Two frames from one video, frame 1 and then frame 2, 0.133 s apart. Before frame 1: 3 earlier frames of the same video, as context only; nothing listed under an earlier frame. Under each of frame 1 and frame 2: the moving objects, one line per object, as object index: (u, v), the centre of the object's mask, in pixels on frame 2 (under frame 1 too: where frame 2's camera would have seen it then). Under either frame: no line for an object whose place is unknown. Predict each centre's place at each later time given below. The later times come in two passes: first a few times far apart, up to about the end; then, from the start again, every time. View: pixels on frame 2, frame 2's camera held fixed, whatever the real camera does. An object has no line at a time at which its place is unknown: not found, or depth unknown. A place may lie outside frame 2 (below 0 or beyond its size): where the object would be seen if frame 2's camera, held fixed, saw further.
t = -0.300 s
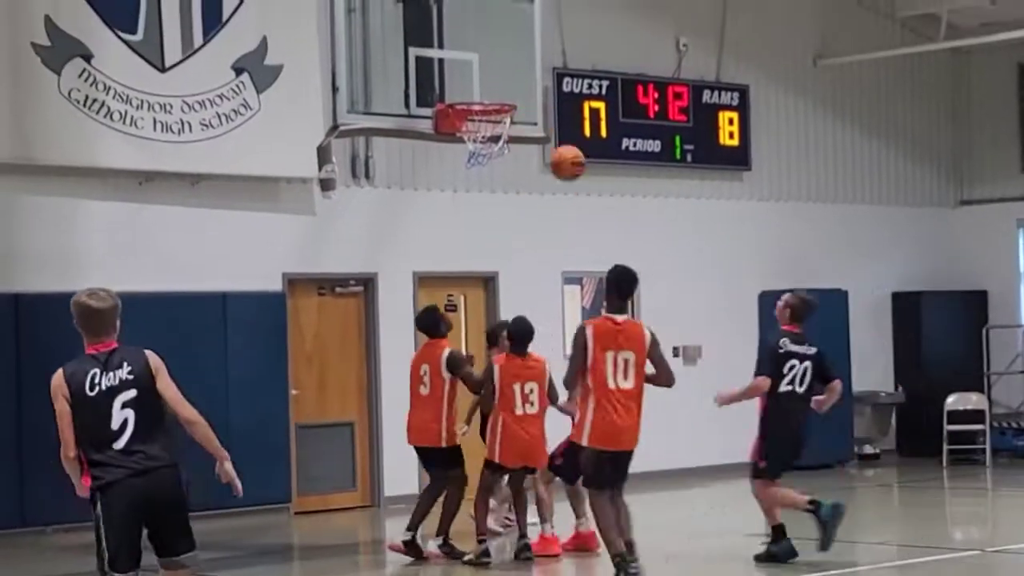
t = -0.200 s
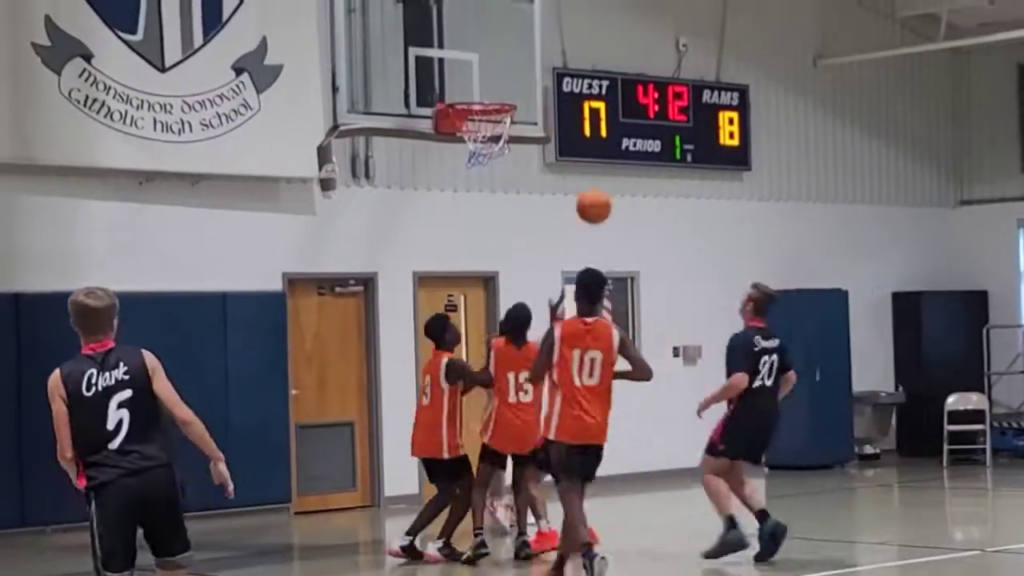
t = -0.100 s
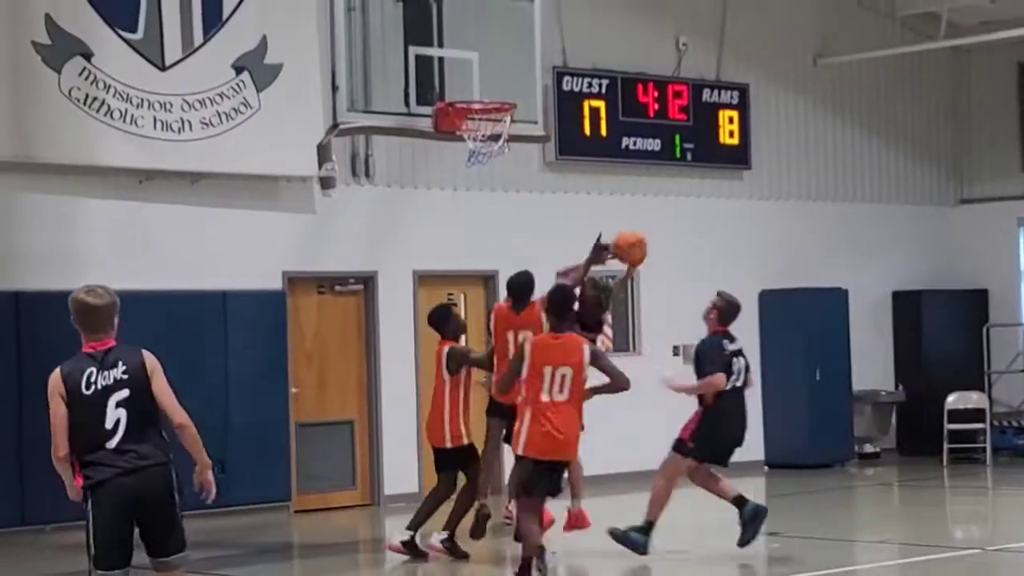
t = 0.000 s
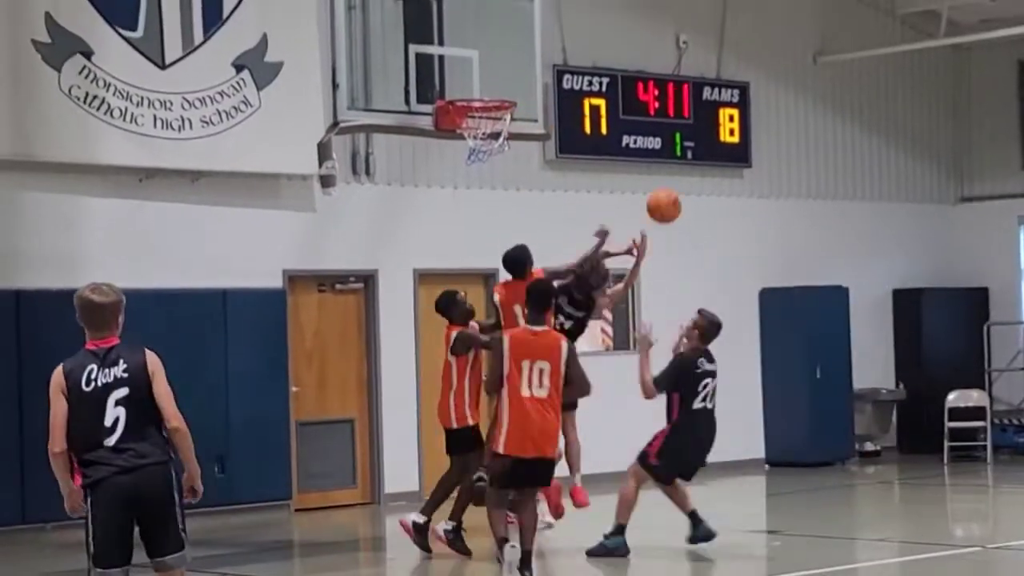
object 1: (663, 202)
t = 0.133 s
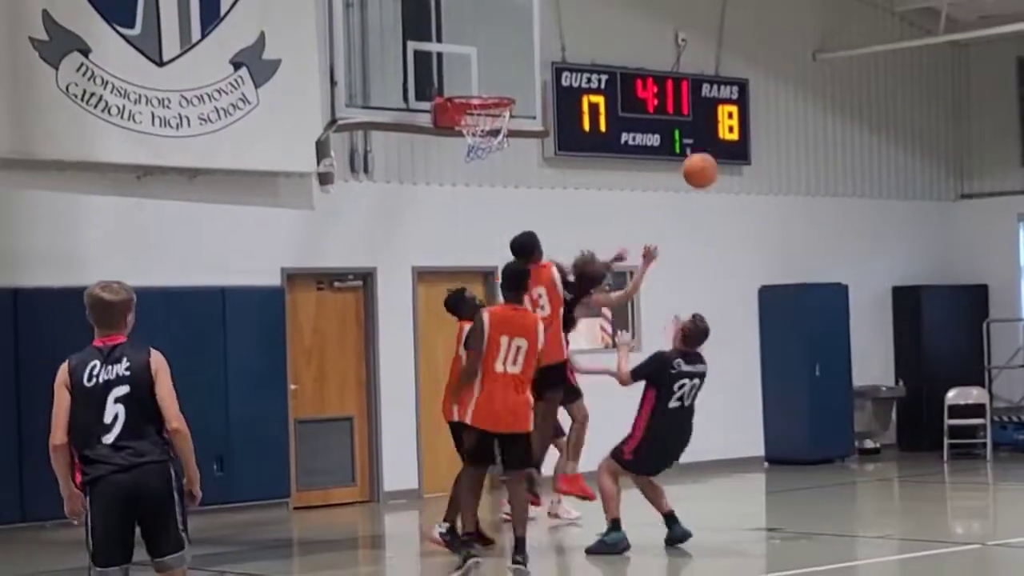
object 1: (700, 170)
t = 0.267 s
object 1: (736, 164)
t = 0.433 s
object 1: (782, 191)
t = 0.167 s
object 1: (709, 166)
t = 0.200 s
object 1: (718, 164)
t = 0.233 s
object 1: (727, 163)
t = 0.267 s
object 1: (736, 164)
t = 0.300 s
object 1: (745, 166)
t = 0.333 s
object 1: (754, 170)
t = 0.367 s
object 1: (763, 176)
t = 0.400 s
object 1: (773, 183)
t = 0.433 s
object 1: (782, 191)
